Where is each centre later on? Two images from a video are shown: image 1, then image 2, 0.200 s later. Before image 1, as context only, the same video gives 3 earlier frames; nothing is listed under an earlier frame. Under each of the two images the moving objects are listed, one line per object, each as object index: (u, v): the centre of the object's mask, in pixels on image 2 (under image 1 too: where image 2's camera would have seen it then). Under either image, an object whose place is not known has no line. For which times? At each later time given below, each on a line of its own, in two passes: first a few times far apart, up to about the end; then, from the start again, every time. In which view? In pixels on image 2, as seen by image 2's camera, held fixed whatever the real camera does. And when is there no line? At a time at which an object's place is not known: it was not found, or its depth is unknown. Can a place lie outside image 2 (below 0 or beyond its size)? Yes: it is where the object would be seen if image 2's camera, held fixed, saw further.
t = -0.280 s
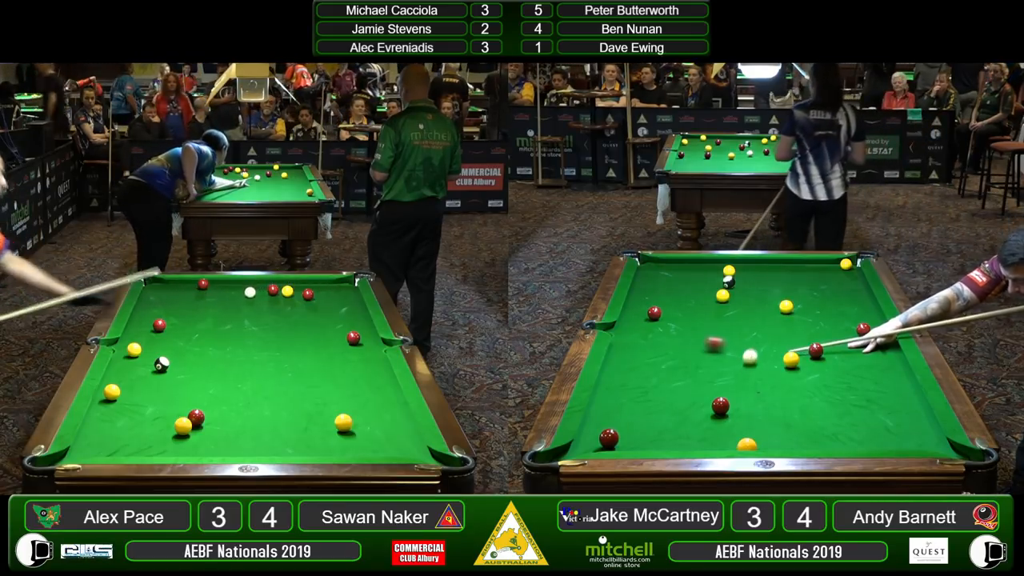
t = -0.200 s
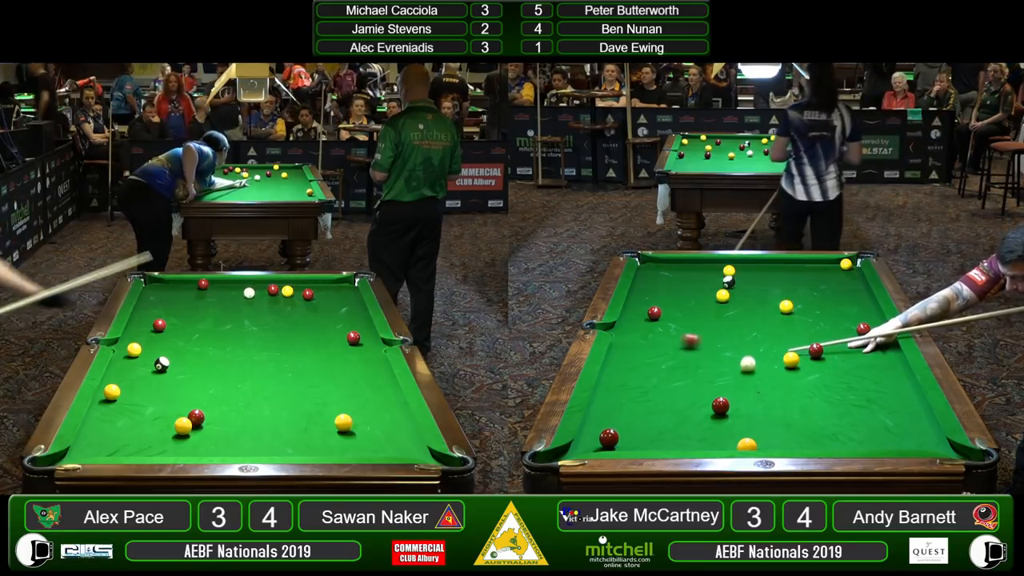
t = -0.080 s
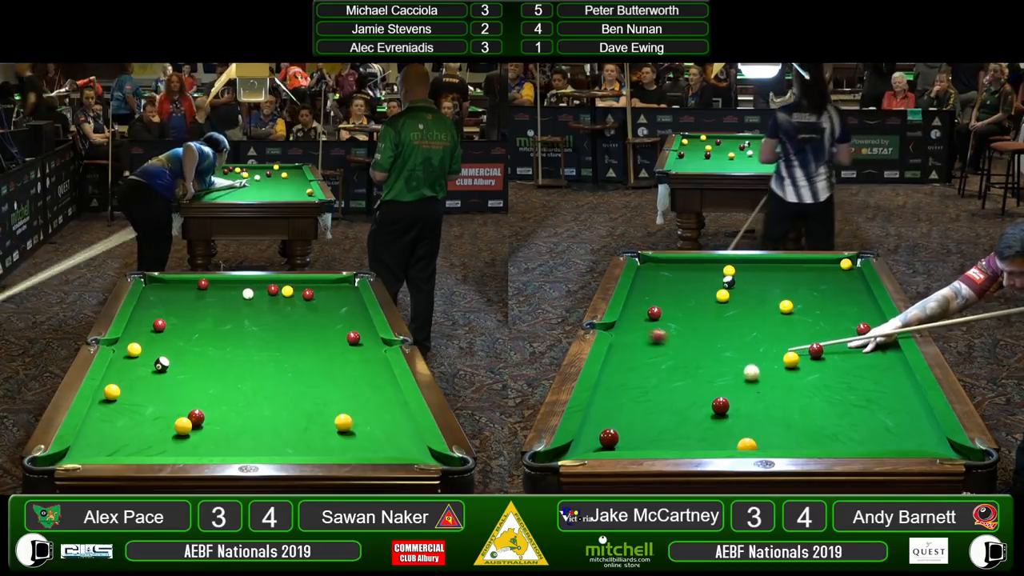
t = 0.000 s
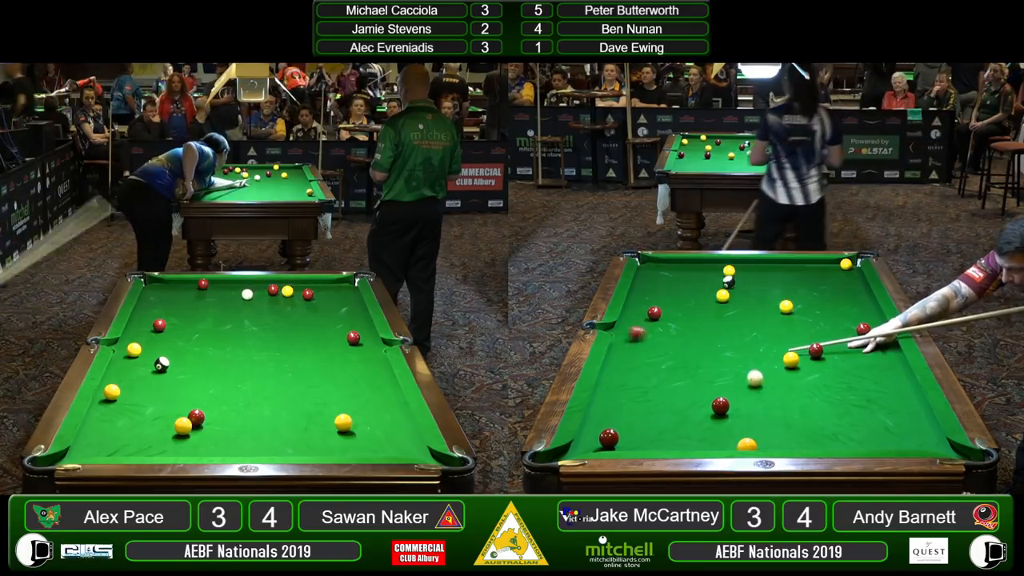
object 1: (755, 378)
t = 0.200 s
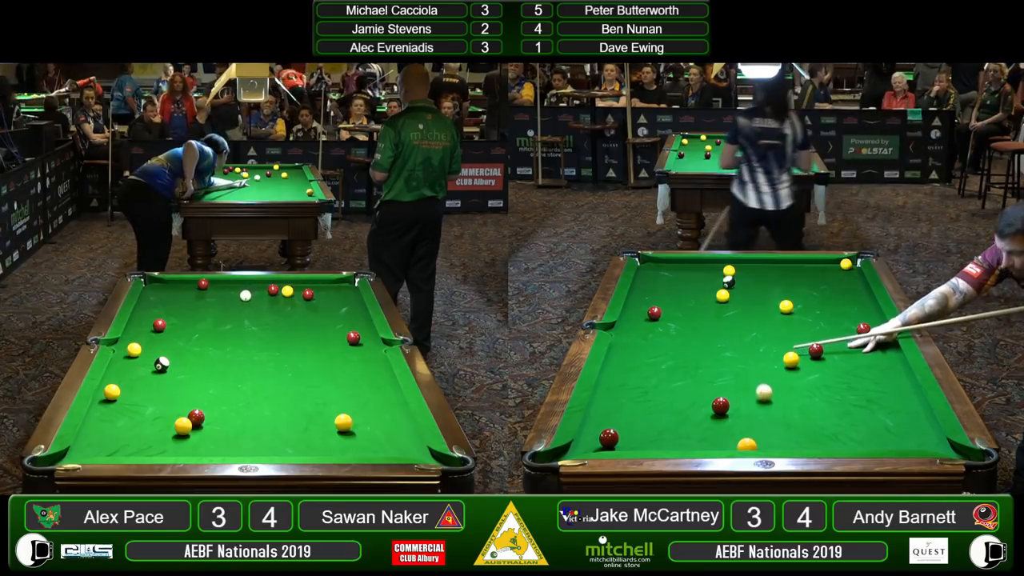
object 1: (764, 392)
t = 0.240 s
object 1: (766, 395)
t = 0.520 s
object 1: (779, 416)
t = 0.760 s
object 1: (791, 434)
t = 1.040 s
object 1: (803, 443)
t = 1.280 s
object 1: (809, 432)
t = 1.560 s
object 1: (814, 420)
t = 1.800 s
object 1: (819, 412)
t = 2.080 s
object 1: (824, 403)
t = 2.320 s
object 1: (828, 397)
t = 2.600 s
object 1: (830, 391)
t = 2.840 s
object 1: (832, 387)
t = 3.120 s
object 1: (834, 383)
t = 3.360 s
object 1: (836, 381)
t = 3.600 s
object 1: (837, 380)
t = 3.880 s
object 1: (838, 379)
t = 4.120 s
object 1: (838, 379)
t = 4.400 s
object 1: (838, 379)
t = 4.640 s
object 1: (838, 379)
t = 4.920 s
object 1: (838, 379)
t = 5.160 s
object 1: (838, 379)
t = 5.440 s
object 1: (838, 379)
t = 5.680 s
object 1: (838, 379)
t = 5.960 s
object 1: (838, 379)
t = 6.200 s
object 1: (838, 379)
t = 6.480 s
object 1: (838, 379)
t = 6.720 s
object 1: (838, 379)
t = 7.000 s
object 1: (838, 379)
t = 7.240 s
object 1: (838, 379)
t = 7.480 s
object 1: (838, 379)
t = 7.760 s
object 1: (838, 379)
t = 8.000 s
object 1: (838, 379)
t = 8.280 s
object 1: (838, 379)
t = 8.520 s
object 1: (838, 379)
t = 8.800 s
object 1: (838, 379)
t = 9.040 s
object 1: (838, 379)
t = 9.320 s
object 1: (838, 379)
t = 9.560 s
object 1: (838, 379)
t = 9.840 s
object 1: (838, 379)
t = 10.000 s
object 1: (838, 379)
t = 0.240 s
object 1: (766, 395)
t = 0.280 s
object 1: (767, 398)
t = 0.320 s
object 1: (769, 401)
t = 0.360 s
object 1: (771, 404)
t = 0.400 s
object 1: (773, 406)
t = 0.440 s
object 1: (775, 410)
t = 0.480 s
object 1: (777, 413)
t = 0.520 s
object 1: (779, 416)
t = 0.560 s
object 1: (781, 419)
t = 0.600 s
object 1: (783, 422)
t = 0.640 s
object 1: (785, 425)
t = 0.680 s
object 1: (787, 428)
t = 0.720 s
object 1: (789, 432)
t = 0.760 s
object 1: (791, 434)
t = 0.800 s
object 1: (793, 438)
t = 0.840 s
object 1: (795, 440)
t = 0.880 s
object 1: (797, 442)
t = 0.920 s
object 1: (799, 445)
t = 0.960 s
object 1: (801, 445)
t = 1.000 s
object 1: (802, 444)
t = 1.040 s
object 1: (803, 443)
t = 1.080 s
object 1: (804, 441)
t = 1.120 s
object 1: (805, 440)
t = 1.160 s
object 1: (806, 438)
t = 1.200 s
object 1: (807, 436)
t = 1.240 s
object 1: (808, 434)
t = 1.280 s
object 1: (809, 432)
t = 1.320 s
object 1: (809, 430)
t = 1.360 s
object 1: (810, 429)
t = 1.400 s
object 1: (811, 427)
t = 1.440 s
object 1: (812, 425)
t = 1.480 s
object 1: (813, 423)
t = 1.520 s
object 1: (814, 421)
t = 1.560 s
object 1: (814, 420)
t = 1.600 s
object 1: (815, 419)
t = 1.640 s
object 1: (816, 417)
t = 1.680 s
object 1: (817, 416)
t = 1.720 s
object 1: (817, 414)
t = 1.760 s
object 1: (818, 413)
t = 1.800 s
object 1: (819, 412)
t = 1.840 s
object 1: (820, 410)
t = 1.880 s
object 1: (820, 409)
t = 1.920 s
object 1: (821, 408)
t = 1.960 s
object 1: (822, 407)
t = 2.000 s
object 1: (823, 405)
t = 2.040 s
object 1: (823, 404)
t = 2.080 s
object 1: (824, 403)
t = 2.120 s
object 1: (825, 402)
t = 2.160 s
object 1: (825, 401)
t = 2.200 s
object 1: (826, 400)
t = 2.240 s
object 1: (827, 399)
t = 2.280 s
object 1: (827, 398)
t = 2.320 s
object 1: (828, 397)
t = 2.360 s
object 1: (828, 396)
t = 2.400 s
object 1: (828, 395)
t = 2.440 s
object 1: (829, 394)
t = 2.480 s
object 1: (829, 393)
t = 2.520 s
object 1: (830, 393)
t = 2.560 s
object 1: (830, 392)
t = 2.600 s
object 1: (830, 391)
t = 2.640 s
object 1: (831, 390)
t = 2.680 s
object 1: (831, 390)
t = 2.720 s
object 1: (831, 389)
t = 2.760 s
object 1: (832, 388)
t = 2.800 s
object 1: (832, 387)
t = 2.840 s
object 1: (832, 387)
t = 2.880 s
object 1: (833, 386)
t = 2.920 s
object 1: (833, 386)
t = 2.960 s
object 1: (833, 385)
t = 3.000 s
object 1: (834, 385)
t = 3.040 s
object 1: (834, 384)
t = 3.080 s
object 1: (834, 384)
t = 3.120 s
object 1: (834, 383)
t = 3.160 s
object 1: (835, 383)
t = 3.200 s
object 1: (835, 383)
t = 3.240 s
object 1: (835, 382)
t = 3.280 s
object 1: (835, 382)
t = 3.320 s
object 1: (835, 382)
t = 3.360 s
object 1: (836, 381)
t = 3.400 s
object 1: (836, 381)
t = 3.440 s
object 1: (836, 381)
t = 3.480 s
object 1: (836, 380)
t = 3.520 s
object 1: (836, 380)
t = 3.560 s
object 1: (837, 380)
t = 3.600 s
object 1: (837, 380)
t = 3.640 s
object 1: (837, 380)
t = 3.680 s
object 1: (837, 380)
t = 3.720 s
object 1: (837, 379)
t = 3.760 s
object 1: (837, 379)
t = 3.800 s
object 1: (838, 379)
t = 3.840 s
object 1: (838, 379)
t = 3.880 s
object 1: (838, 379)
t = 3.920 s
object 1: (838, 379)
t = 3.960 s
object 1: (838, 379)
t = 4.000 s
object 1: (838, 379)
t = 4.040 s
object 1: (838, 379)
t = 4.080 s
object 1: (838, 379)
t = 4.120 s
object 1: (838, 379)
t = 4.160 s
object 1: (838, 378)
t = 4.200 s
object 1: (838, 379)
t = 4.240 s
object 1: (838, 379)
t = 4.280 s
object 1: (838, 379)
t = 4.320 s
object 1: (838, 379)
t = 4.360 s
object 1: (838, 379)
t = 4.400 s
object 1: (838, 379)
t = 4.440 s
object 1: (838, 379)
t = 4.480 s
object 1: (838, 379)
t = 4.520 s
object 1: (838, 379)
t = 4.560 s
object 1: (838, 379)
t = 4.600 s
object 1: (838, 379)
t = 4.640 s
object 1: (838, 379)
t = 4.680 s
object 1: (838, 379)
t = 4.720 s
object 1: (838, 379)
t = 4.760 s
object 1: (838, 379)
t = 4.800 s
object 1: (838, 379)
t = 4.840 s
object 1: (838, 379)
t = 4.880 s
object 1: (838, 379)
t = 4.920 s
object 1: (838, 379)
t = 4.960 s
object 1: (838, 379)
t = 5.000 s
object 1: (838, 379)
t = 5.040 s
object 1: (838, 379)
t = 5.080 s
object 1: (838, 379)
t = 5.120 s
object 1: (838, 379)
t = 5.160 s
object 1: (838, 379)
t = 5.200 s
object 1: (838, 379)
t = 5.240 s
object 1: (838, 379)
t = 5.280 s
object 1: (838, 379)
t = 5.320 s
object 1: (838, 379)
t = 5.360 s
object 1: (838, 379)
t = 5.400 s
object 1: (838, 379)
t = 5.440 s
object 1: (838, 379)
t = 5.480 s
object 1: (838, 379)
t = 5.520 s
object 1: (838, 379)
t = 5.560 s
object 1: (838, 379)
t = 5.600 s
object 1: (838, 379)
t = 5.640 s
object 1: (838, 379)
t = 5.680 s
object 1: (838, 379)
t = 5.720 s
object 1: (838, 379)
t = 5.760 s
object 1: (838, 379)
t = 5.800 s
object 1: (838, 379)
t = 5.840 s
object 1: (838, 379)
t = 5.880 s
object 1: (838, 379)
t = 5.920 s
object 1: (838, 379)
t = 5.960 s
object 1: (838, 379)
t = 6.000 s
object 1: (838, 379)
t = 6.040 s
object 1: (838, 379)
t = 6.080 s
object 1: (838, 379)
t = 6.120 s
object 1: (838, 379)
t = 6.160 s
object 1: (838, 379)
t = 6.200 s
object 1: (838, 379)
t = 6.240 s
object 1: (838, 379)
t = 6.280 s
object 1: (838, 379)
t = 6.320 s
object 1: (838, 379)
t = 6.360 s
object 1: (838, 379)
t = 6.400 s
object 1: (838, 379)
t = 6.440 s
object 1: (838, 379)
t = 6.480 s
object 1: (838, 379)
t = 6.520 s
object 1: (838, 379)
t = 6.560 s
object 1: (838, 379)
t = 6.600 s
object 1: (838, 379)
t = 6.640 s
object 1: (838, 379)
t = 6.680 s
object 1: (838, 379)
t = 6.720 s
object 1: (838, 379)
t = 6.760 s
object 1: (838, 379)
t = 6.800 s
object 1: (838, 379)
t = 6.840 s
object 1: (838, 379)
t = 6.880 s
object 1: (838, 379)
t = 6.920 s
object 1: (838, 379)
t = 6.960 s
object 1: (838, 379)
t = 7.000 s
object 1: (838, 379)
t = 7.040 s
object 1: (838, 379)
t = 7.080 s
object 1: (838, 379)
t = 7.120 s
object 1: (838, 379)
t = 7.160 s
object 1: (838, 379)
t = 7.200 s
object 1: (838, 379)
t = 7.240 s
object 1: (838, 379)
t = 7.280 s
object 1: (838, 379)
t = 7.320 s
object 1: (838, 379)
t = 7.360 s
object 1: (838, 379)
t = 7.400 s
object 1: (838, 379)
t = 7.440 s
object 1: (838, 379)
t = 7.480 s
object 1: (838, 379)
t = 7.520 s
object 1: (838, 379)
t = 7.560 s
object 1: (838, 379)
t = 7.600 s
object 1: (838, 379)
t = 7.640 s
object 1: (838, 379)
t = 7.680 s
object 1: (838, 379)
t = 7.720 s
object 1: (838, 379)
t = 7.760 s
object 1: (838, 379)
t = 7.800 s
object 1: (838, 379)
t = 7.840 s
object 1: (838, 379)
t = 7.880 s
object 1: (838, 379)
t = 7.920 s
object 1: (838, 379)
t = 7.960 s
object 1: (838, 379)
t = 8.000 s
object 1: (838, 379)
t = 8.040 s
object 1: (838, 379)
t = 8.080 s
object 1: (838, 379)
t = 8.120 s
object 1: (838, 379)
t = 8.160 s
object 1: (838, 379)
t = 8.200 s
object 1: (838, 379)
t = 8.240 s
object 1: (838, 379)
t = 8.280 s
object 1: (838, 379)
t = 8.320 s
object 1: (838, 379)
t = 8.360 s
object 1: (838, 379)
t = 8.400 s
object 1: (838, 379)
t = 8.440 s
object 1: (838, 379)
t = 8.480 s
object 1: (838, 379)
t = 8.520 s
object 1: (838, 379)
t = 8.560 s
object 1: (838, 379)
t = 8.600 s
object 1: (838, 379)
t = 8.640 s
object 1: (838, 379)
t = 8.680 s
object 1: (838, 379)
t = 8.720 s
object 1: (838, 379)
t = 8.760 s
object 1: (838, 379)
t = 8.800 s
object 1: (838, 379)
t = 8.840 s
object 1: (838, 379)
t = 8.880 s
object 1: (838, 379)
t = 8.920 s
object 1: (838, 379)
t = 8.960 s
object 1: (838, 379)
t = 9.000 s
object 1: (838, 379)
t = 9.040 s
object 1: (838, 379)
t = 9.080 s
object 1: (838, 379)
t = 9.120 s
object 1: (838, 379)
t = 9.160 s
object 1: (838, 379)
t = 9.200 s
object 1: (838, 379)
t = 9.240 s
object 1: (838, 379)
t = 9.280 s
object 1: (838, 379)
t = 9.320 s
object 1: (838, 379)
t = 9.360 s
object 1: (838, 379)
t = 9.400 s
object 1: (838, 379)
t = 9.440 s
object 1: (838, 379)
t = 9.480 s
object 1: (838, 379)
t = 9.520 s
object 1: (838, 379)
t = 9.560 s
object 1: (838, 379)
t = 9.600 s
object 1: (838, 379)
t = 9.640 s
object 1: (838, 379)
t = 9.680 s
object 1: (838, 379)
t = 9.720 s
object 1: (838, 379)
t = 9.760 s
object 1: (838, 379)
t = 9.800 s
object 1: (838, 379)
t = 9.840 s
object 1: (838, 379)
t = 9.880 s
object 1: (838, 379)
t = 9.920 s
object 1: (838, 379)
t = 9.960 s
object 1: (838, 379)
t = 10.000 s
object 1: (838, 379)
